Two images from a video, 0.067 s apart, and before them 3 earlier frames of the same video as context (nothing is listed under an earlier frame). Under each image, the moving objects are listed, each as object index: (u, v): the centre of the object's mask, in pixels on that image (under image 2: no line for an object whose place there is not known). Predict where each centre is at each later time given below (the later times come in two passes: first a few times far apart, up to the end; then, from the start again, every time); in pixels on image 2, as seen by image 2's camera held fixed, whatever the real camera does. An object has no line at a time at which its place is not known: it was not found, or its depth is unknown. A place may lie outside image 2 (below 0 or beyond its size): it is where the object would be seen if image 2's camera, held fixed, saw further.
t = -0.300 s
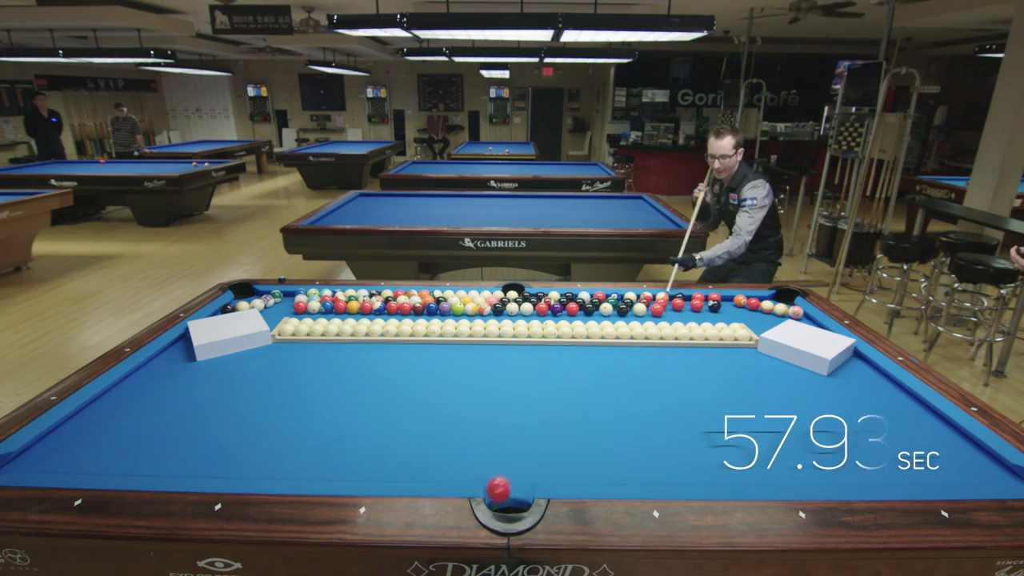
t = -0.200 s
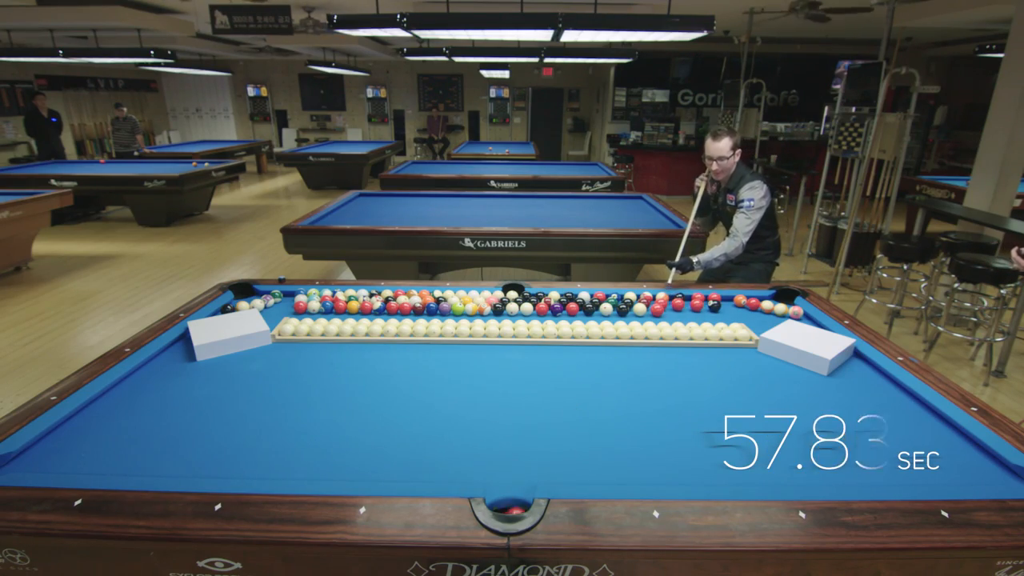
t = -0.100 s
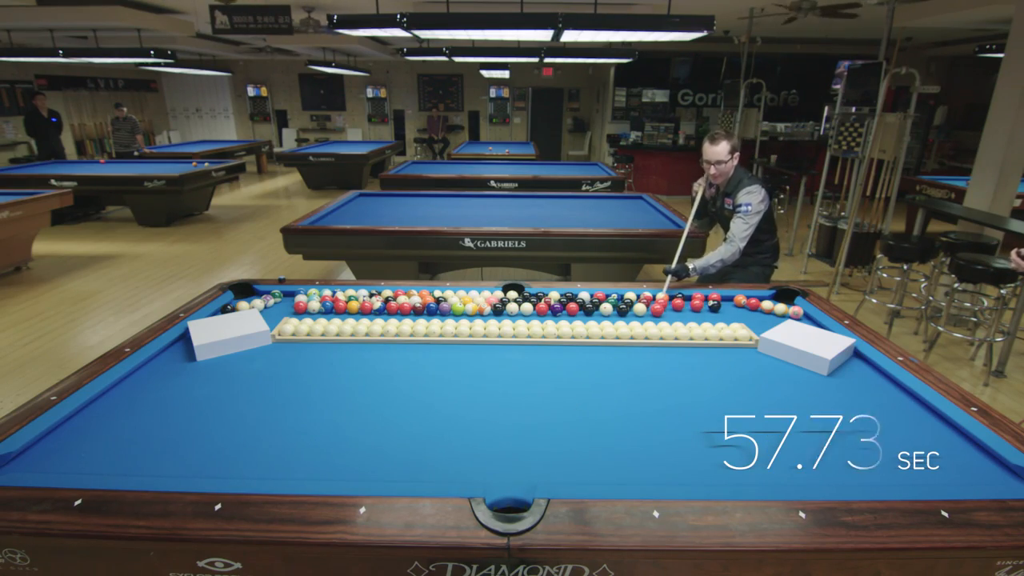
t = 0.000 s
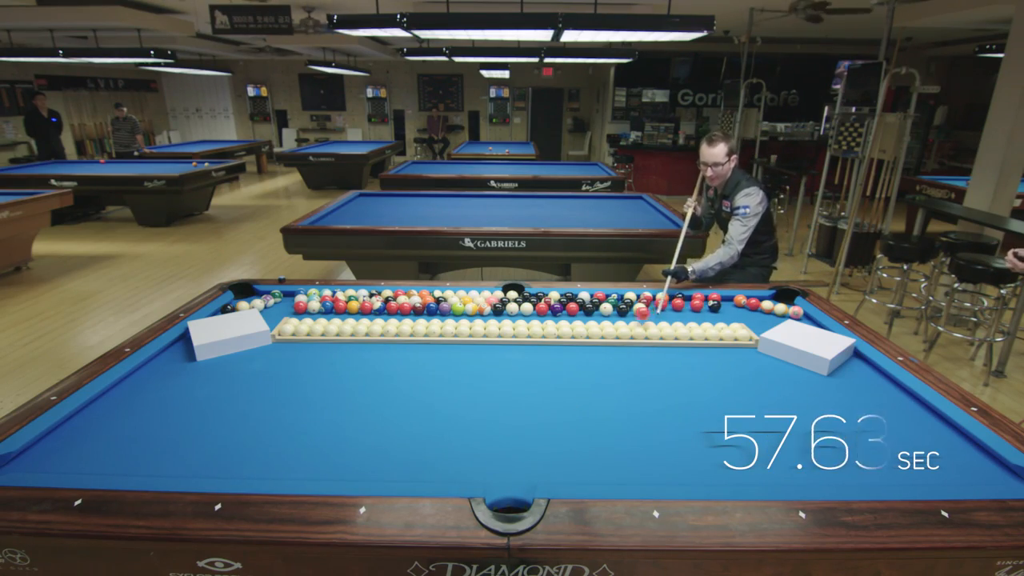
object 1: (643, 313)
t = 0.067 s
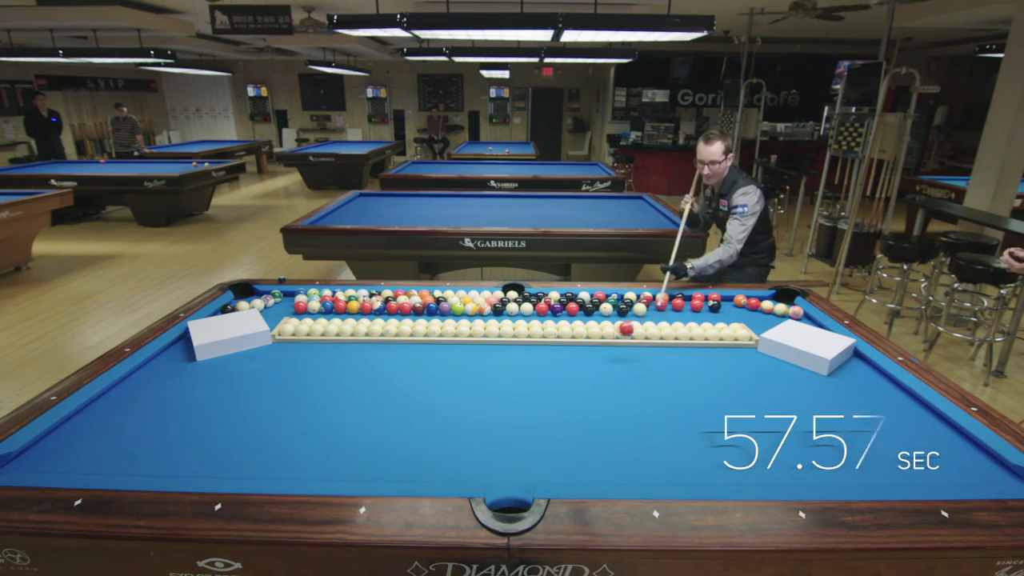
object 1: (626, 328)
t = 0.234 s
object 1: (568, 409)
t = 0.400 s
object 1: (515, 509)
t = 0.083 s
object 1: (622, 335)
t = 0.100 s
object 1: (616, 342)
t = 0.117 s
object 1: (611, 350)
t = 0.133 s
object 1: (605, 359)
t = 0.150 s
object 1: (599, 370)
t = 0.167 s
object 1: (593, 381)
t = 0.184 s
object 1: (587, 394)
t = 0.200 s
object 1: (581, 398)
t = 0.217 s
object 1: (574, 403)
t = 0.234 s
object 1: (568, 409)
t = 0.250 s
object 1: (561, 417)
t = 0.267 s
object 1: (553, 426)
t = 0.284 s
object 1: (545, 437)
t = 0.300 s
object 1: (536, 449)
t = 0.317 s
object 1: (527, 463)
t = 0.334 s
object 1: (517, 478)
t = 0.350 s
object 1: (507, 488)
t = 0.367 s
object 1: (499, 499)
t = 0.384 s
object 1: (508, 505)
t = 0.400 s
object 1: (515, 509)
